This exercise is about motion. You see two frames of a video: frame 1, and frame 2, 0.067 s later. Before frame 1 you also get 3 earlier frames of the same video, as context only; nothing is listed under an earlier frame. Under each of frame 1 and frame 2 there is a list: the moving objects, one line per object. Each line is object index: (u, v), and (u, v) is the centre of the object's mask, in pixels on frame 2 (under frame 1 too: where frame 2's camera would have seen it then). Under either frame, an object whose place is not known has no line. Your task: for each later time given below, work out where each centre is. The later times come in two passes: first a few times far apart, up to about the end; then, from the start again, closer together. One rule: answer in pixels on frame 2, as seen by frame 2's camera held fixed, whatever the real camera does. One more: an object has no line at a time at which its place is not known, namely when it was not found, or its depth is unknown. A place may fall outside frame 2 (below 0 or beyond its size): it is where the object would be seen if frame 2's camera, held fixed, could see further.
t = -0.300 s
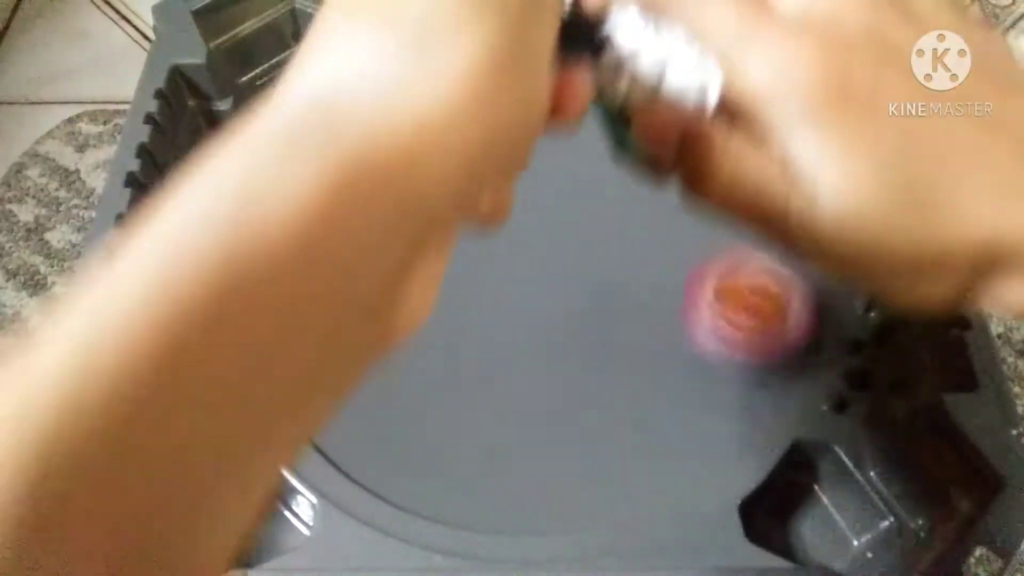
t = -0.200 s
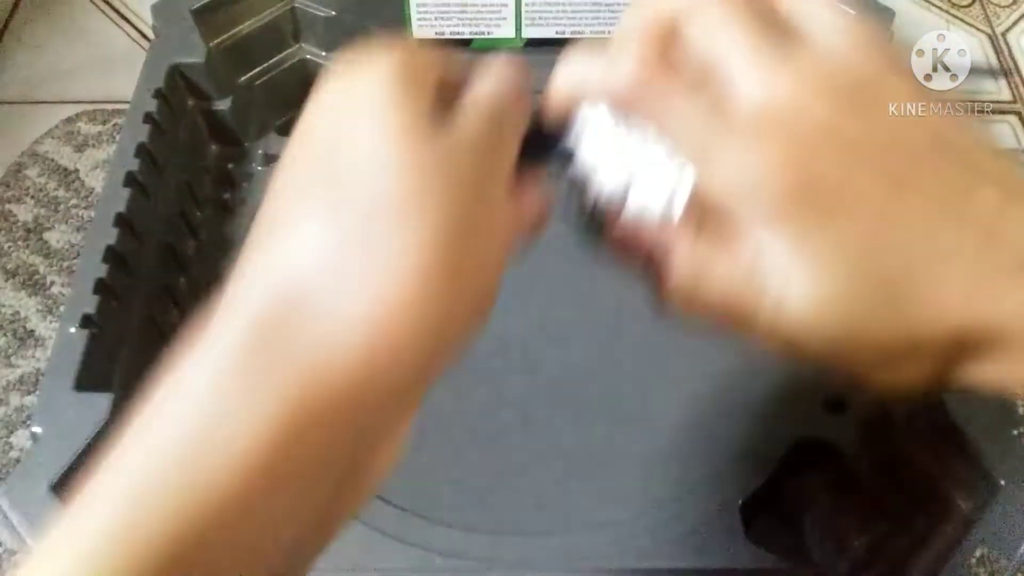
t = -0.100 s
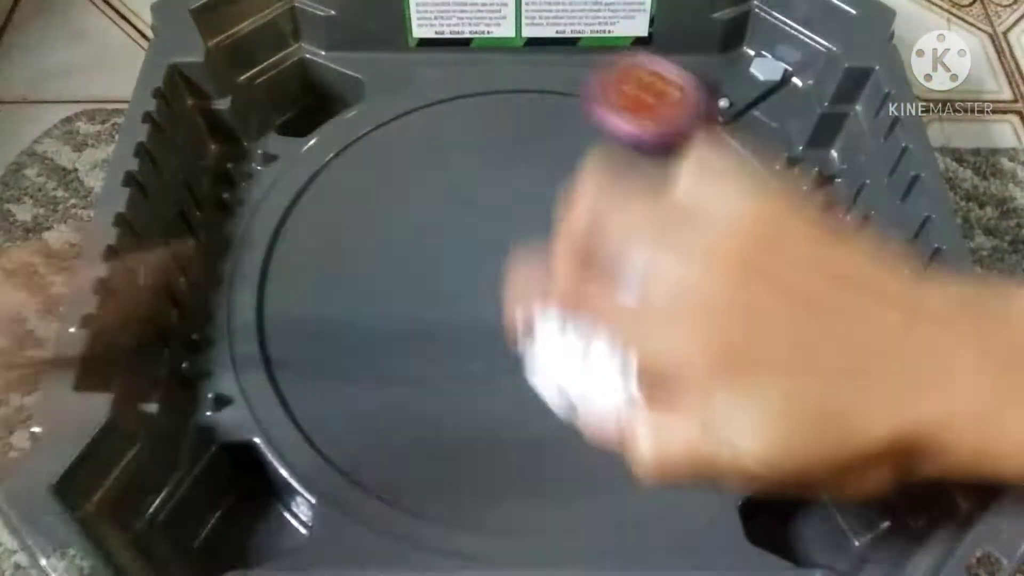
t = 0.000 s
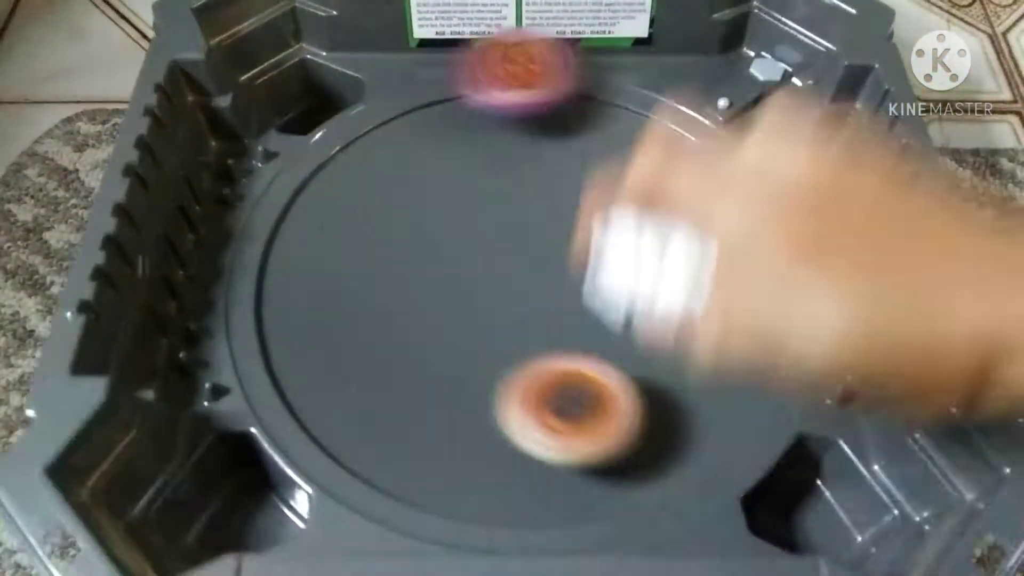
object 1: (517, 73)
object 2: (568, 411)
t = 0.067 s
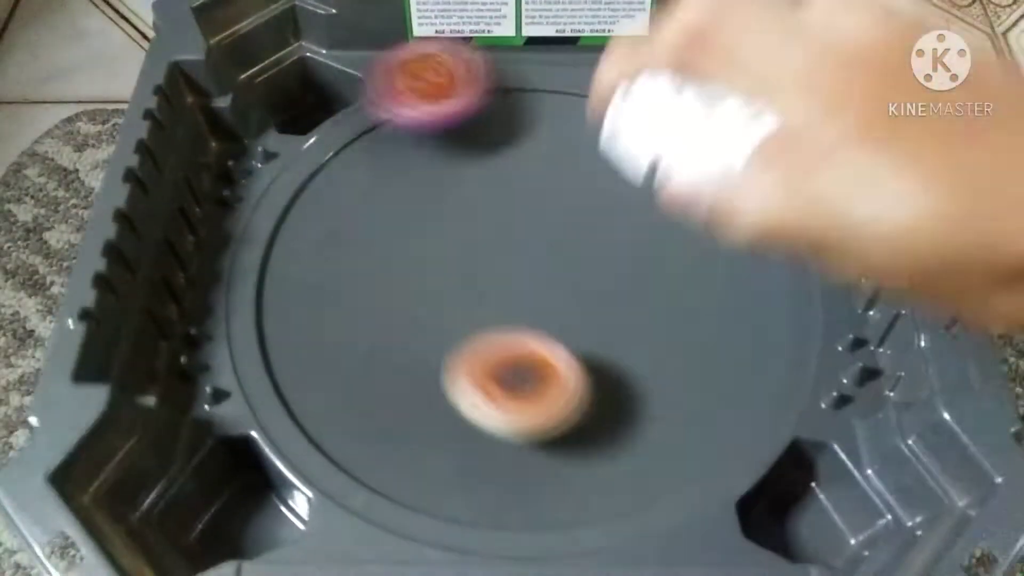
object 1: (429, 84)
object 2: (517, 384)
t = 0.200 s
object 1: (310, 185)
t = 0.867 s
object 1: (843, 330)
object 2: (474, 52)
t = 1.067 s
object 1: (649, 255)
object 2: (329, 213)
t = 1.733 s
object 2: (631, 244)
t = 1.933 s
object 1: (608, 258)
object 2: (500, 165)
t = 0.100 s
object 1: (391, 100)
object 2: (494, 366)
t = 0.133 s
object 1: (359, 122)
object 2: (473, 343)
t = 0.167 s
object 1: (329, 151)
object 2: (457, 317)
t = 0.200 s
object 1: (310, 185)
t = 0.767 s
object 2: (591, 95)
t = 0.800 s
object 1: (859, 306)
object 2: (553, 65)
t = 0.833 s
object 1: (859, 317)
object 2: (514, 46)
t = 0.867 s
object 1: (843, 330)
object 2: (474, 52)
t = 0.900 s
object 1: (813, 318)
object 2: (437, 72)
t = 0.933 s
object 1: (783, 307)
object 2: (408, 88)
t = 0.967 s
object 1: (750, 300)
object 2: (381, 114)
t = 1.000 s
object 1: (715, 288)
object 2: (357, 143)
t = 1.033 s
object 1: (683, 272)
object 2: (340, 176)
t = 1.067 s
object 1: (649, 255)
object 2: (329, 213)
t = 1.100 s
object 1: (617, 240)
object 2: (325, 249)
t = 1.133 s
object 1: (586, 231)
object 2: (327, 286)
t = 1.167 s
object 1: (555, 225)
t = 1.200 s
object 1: (525, 223)
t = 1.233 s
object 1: (498, 228)
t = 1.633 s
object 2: (653, 315)
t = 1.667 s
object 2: (650, 290)
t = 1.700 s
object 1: (615, 406)
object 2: (642, 267)
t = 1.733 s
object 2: (631, 244)
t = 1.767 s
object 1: (637, 360)
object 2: (617, 226)
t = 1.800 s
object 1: (637, 335)
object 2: (600, 209)
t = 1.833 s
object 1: (634, 310)
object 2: (580, 196)
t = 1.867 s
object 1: (624, 286)
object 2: (560, 186)
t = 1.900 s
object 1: (609, 264)
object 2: (537, 180)
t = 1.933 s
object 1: (608, 258)
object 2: (500, 165)
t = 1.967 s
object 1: (610, 258)
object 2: (456, 144)
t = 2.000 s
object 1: (606, 257)
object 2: (417, 125)
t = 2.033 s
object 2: (384, 109)
